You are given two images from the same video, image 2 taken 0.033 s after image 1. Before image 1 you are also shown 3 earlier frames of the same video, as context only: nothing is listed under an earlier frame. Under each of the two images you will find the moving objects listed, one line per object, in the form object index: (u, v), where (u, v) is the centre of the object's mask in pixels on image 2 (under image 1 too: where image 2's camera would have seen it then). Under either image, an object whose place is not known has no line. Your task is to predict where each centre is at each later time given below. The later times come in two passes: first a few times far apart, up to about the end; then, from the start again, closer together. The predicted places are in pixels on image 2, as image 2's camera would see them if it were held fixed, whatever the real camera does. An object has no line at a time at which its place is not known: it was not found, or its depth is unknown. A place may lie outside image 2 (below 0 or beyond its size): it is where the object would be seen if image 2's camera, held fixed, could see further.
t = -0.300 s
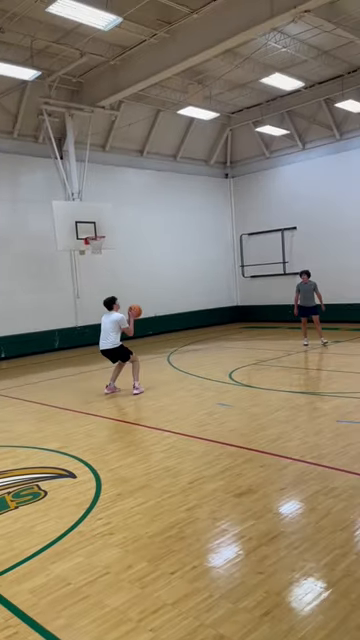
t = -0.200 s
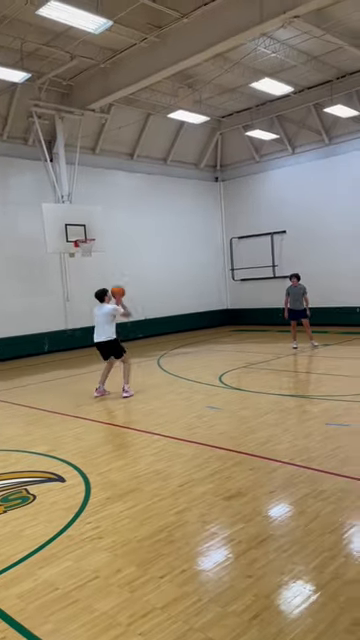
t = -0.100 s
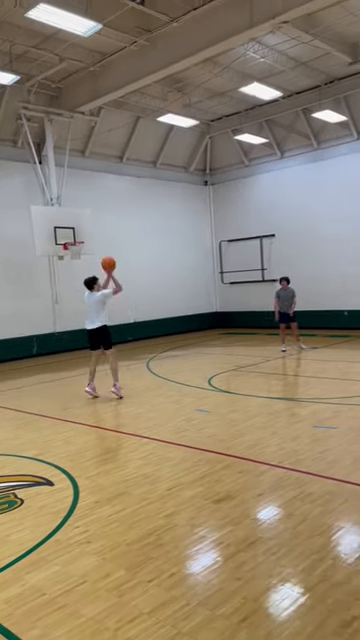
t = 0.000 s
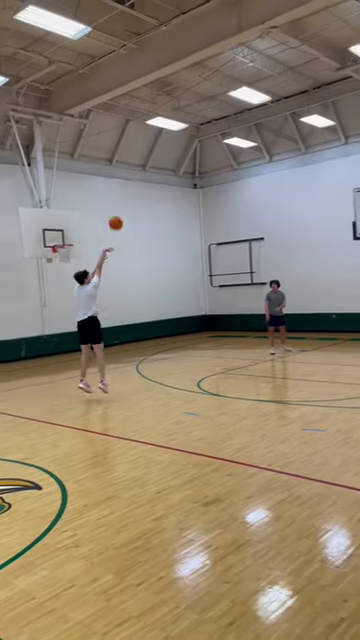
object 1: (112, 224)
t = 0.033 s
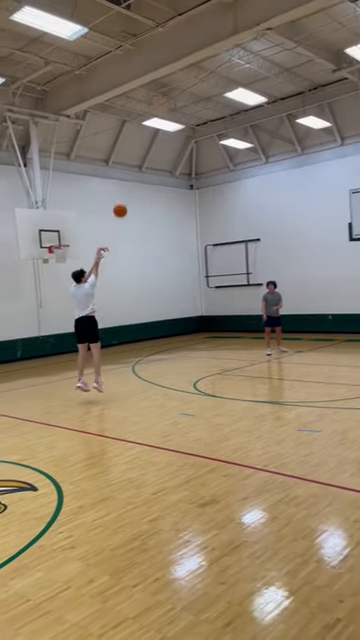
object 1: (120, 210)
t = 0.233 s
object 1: (166, 147)
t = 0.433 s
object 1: (209, 110)
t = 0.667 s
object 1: (255, 96)
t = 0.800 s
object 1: (280, 101)
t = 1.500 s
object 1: (387, 232)
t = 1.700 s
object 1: (386, 246)
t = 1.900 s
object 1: (383, 276)
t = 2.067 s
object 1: (383, 313)
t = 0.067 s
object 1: (128, 198)
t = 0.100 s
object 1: (135, 186)
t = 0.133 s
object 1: (143, 175)
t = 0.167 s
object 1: (151, 165)
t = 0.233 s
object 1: (166, 147)
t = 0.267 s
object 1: (172, 139)
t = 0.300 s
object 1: (180, 132)
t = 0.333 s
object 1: (187, 125)
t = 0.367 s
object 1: (196, 120)
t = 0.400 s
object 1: (202, 115)
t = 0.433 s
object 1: (209, 110)
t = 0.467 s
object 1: (215, 106)
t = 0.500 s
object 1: (222, 103)
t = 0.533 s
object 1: (229, 101)
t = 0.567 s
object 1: (236, 99)
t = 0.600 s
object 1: (242, 97)
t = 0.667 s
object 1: (255, 96)
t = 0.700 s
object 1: (261, 96)
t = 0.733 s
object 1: (267, 98)
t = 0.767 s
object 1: (273, 99)
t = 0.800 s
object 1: (280, 101)
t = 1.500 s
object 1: (387, 232)
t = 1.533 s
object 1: (388, 233)
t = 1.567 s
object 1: (388, 233)
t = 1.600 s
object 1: (388, 235)
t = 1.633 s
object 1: (387, 238)
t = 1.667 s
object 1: (387, 241)
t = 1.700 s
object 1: (386, 246)
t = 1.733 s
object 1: (386, 249)
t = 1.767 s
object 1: (385, 254)
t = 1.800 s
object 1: (384, 258)
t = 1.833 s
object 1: (383, 263)
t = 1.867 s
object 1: (384, 270)
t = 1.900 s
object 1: (383, 276)
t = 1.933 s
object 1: (383, 283)
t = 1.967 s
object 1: (383, 290)
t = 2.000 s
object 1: (383, 297)
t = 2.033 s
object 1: (383, 305)
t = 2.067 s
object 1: (383, 313)
